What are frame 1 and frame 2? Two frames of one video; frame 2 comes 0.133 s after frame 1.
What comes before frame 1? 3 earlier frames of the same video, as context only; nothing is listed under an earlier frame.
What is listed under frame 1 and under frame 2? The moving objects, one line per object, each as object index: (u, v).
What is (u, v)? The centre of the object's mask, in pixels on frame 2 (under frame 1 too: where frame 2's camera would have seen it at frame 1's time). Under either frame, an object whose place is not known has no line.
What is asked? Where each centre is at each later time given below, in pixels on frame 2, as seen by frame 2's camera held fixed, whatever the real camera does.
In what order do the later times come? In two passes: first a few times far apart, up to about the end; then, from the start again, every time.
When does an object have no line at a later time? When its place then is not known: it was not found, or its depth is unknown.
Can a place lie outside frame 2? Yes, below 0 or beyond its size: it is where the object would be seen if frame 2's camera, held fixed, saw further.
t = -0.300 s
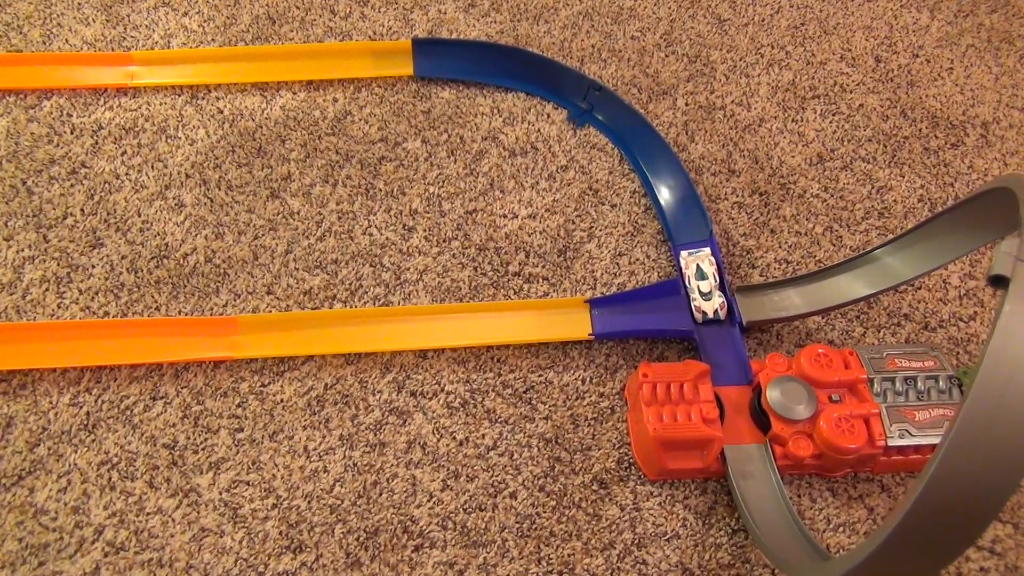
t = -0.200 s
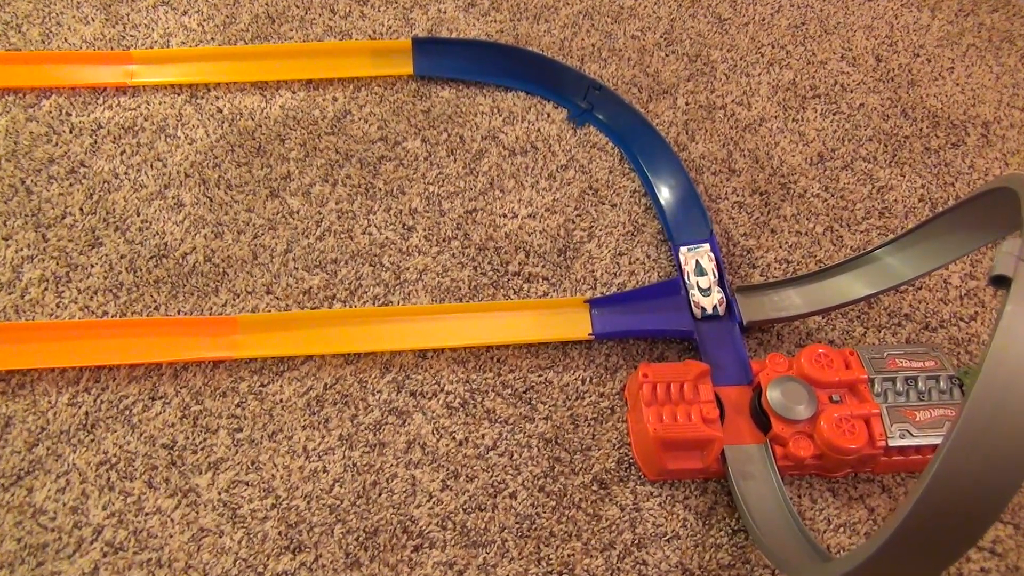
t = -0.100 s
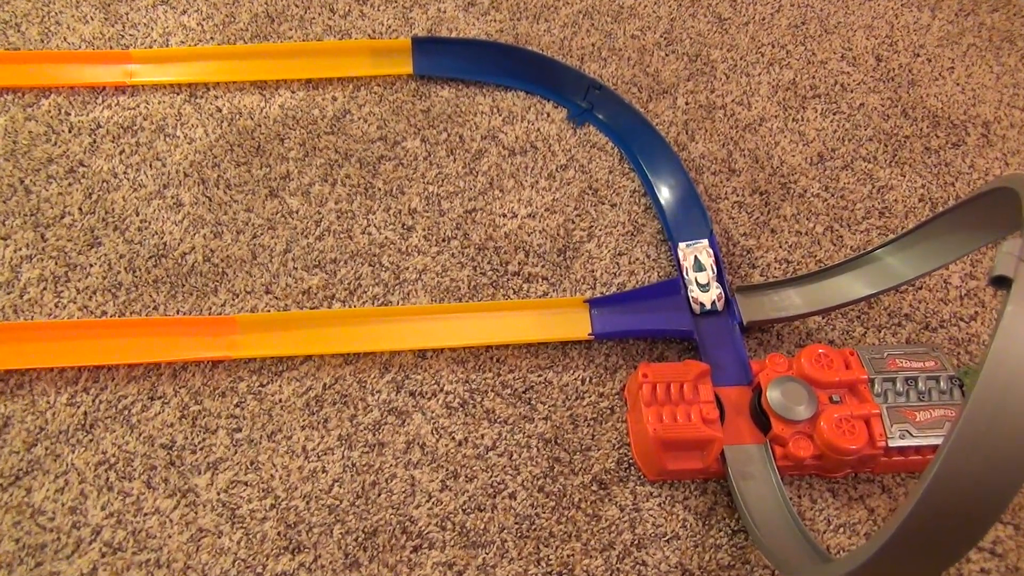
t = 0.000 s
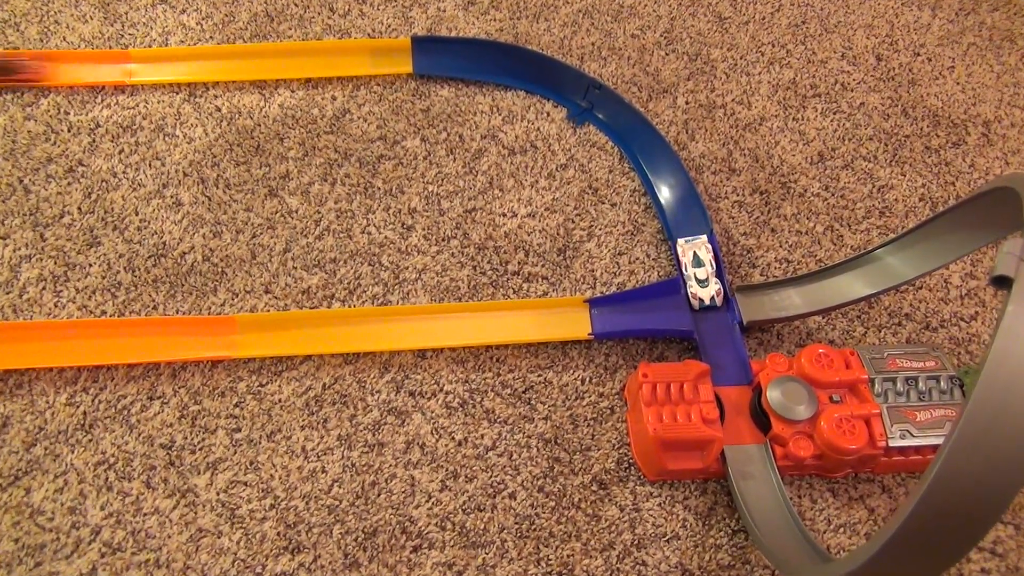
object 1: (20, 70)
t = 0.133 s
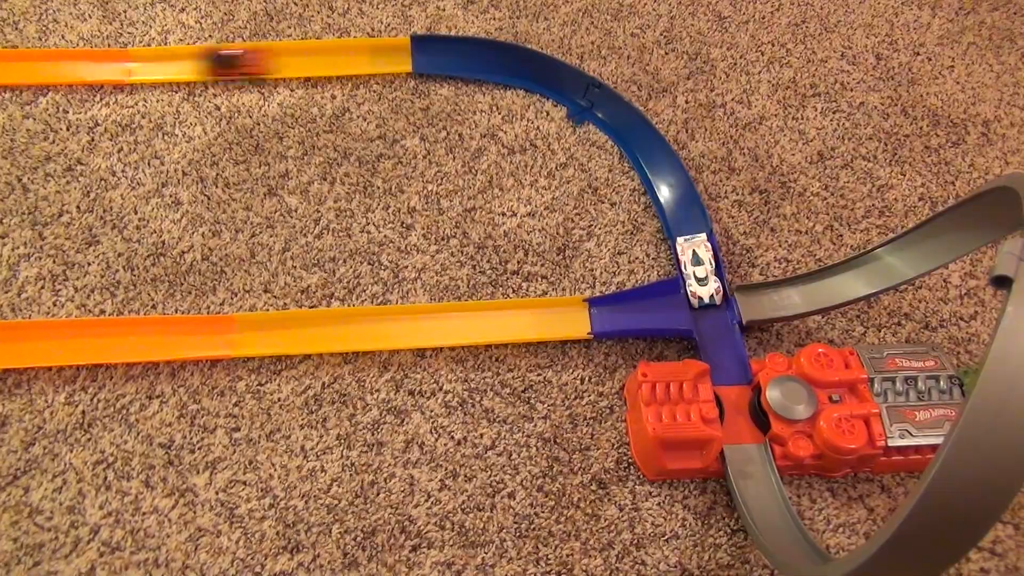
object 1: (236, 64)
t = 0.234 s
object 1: (395, 55)
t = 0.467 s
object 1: (667, 183)
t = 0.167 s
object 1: (290, 62)
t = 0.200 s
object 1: (343, 59)
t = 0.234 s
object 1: (395, 55)
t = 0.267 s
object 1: (444, 55)
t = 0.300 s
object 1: (489, 60)
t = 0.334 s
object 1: (532, 73)
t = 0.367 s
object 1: (574, 93)
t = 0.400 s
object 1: (611, 117)
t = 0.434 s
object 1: (644, 147)
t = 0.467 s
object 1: (667, 183)
